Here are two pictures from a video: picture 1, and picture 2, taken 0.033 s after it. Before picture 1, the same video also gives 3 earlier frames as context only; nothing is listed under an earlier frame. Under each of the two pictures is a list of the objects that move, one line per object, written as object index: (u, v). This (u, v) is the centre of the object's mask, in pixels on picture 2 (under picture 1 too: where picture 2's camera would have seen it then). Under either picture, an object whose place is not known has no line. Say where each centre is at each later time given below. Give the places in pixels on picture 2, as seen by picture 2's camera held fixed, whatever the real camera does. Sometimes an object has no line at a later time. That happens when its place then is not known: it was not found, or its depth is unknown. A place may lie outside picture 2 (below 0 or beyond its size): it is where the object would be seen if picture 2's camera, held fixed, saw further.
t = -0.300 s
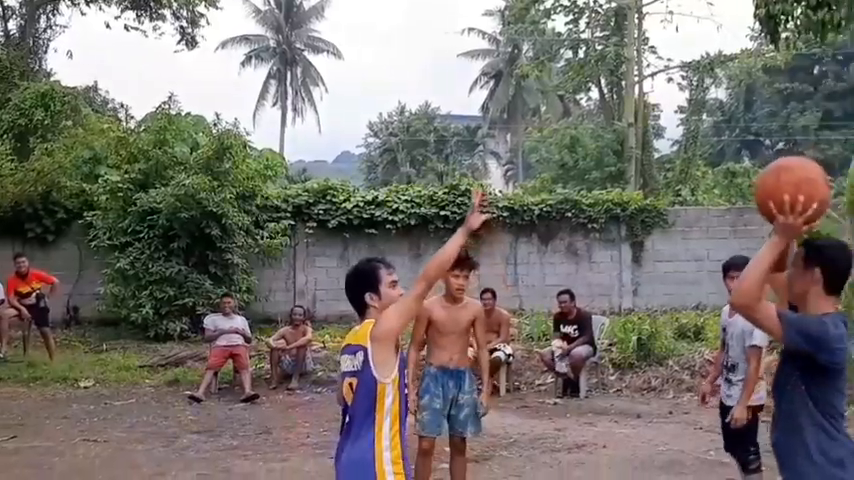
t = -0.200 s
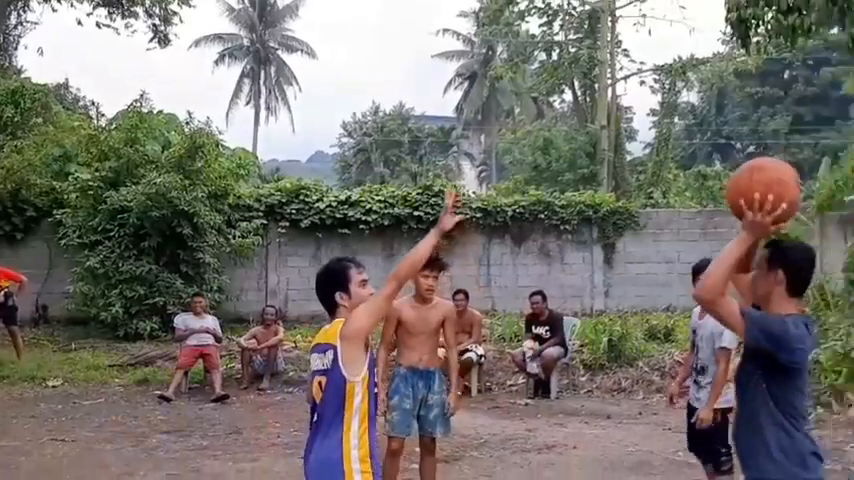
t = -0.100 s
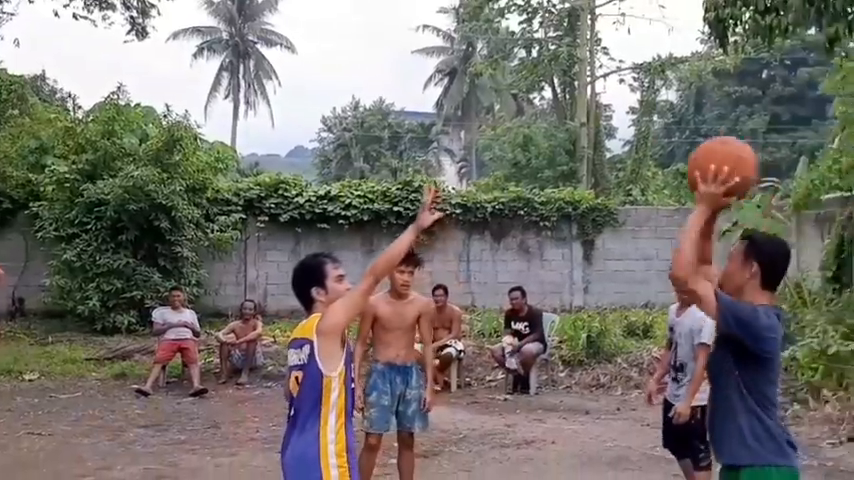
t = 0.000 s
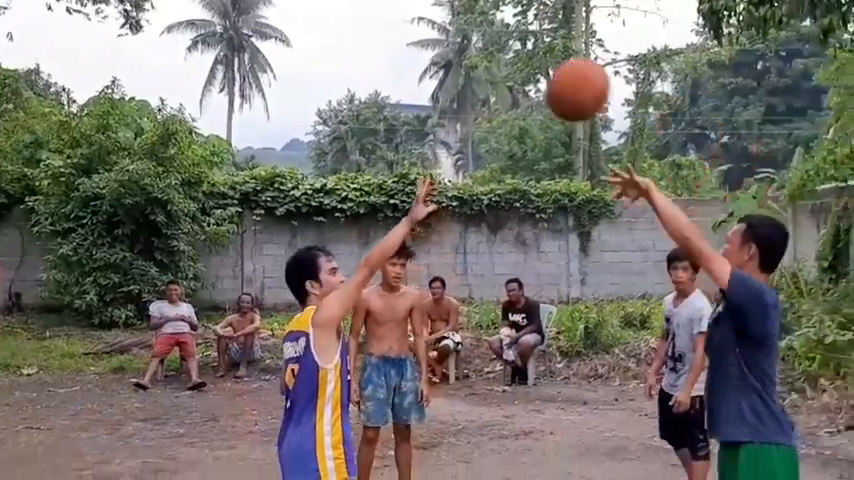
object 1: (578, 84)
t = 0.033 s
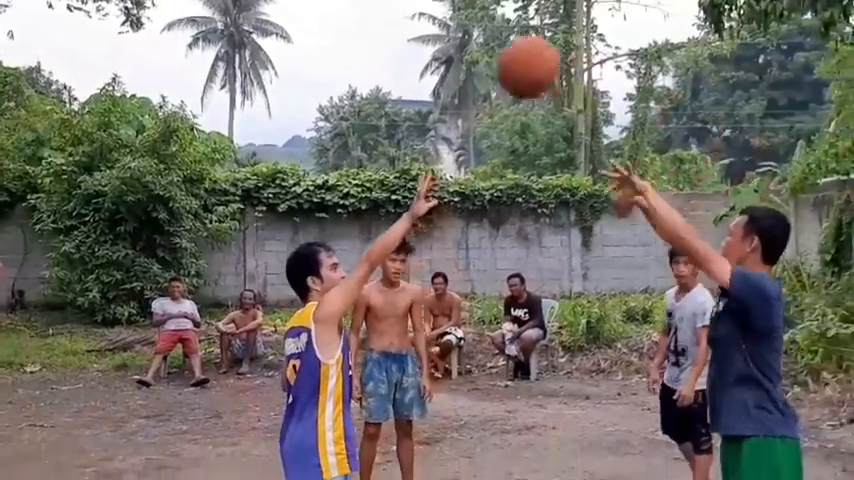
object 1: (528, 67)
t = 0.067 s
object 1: (483, 51)
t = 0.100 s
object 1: (436, 41)
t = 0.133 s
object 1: (392, 33)
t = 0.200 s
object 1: (308, 23)
